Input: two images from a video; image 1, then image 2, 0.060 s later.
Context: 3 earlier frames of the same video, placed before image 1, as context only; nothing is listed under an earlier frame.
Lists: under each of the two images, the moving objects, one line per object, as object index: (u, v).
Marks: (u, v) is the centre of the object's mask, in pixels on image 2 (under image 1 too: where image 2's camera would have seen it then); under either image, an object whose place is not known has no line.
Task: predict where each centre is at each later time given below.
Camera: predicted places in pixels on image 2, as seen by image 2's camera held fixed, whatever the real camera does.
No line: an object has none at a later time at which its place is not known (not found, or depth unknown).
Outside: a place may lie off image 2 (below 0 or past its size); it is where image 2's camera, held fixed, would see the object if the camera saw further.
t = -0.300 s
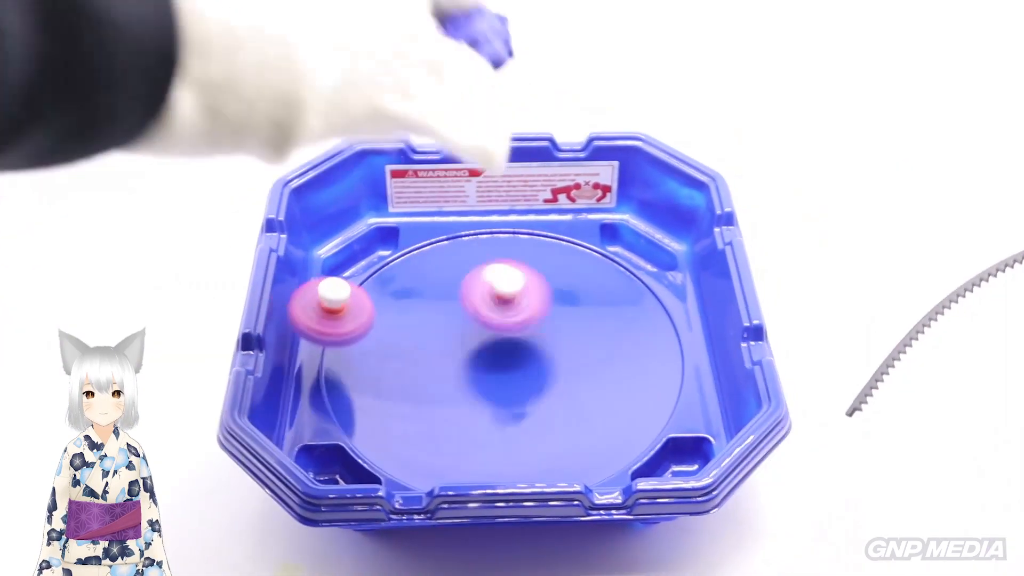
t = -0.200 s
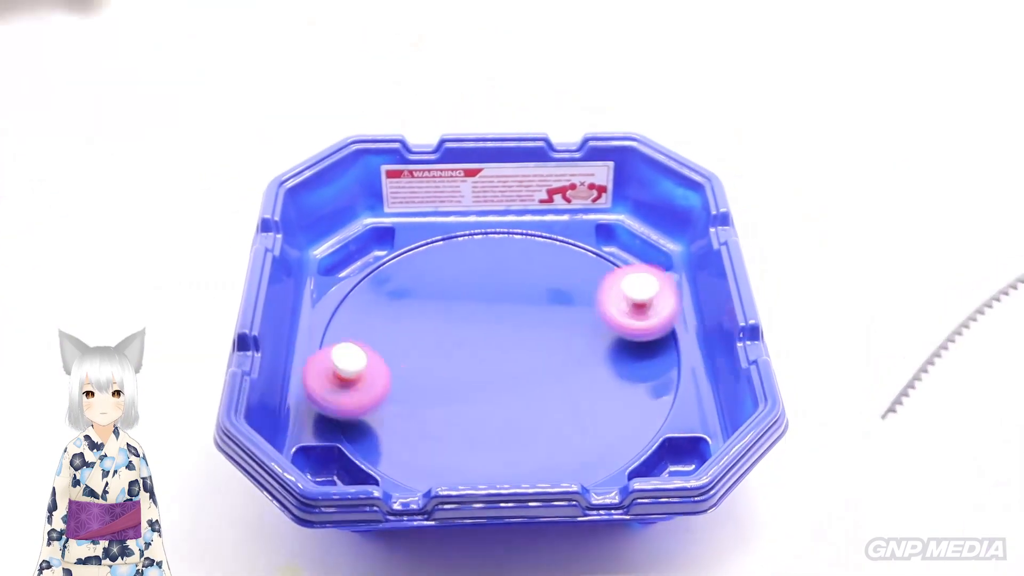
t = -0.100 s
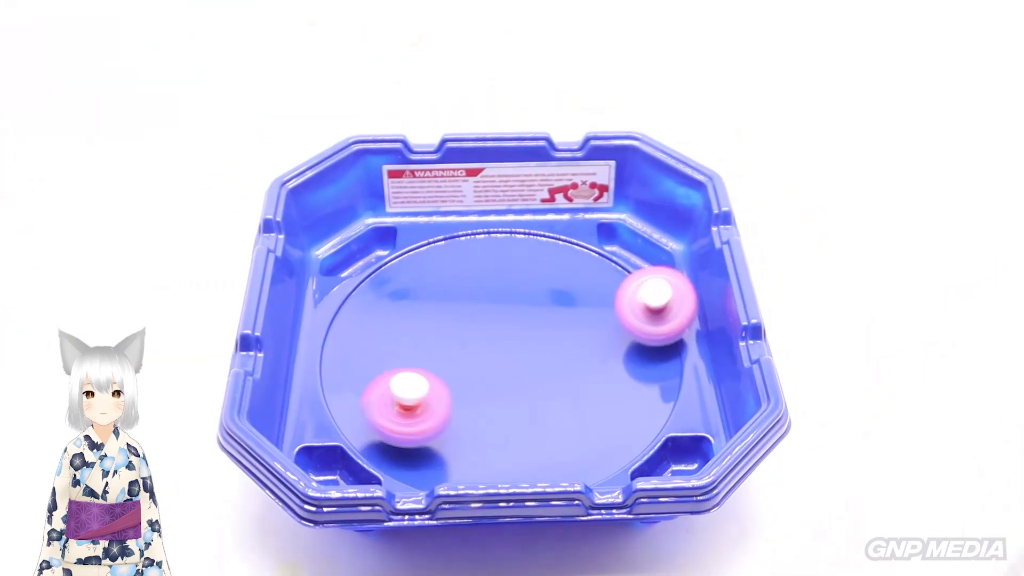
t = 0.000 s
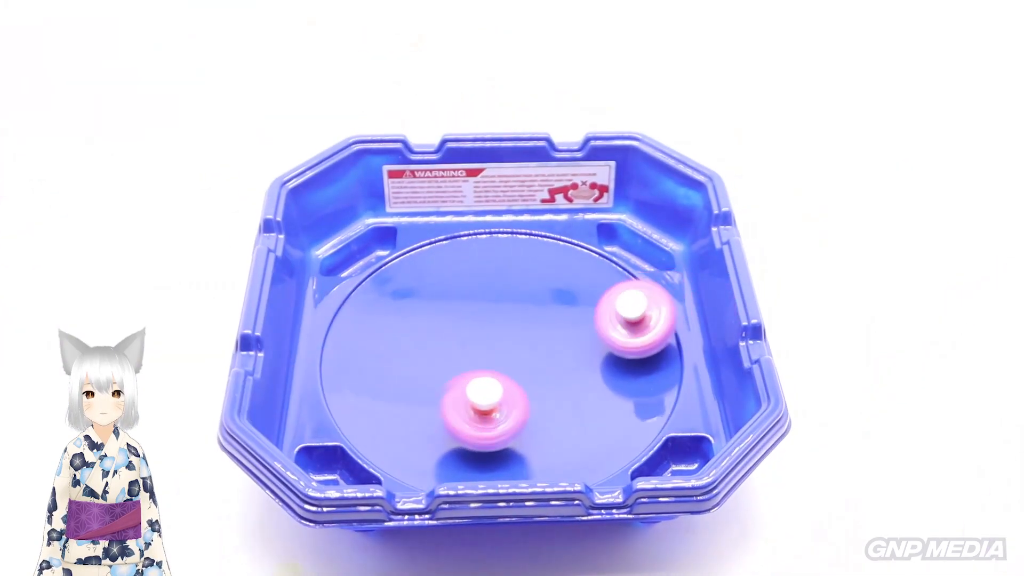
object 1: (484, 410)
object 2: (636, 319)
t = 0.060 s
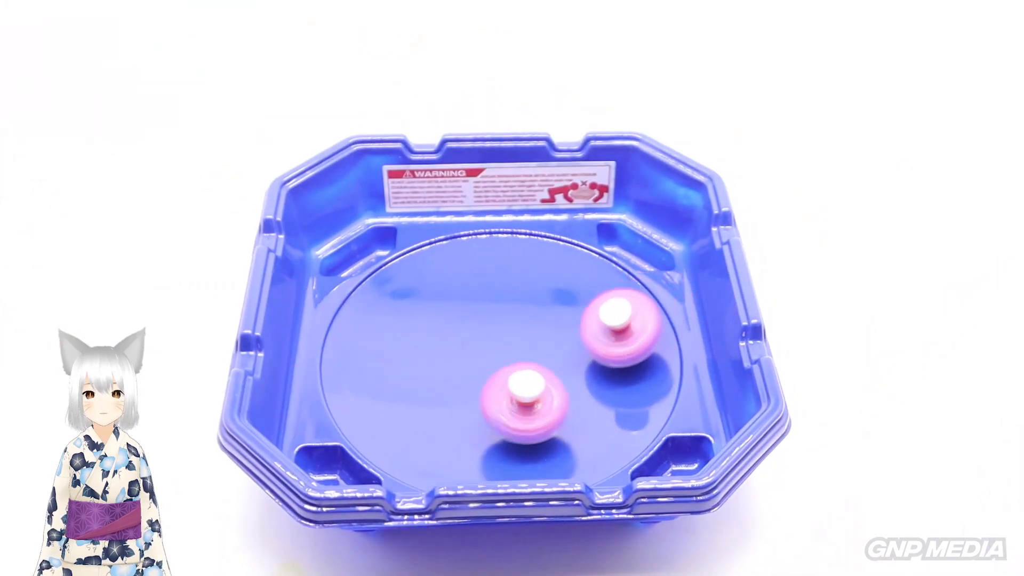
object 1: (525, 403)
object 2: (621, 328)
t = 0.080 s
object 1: (538, 399)
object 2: (617, 331)
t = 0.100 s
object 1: (551, 395)
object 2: (613, 335)
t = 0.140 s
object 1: (559, 394)
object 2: (620, 334)
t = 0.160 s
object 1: (560, 395)
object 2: (629, 330)
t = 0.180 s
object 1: (562, 395)
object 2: (634, 329)
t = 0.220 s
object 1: (569, 392)
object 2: (645, 331)
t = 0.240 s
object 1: (572, 391)
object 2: (648, 334)
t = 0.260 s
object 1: (576, 390)
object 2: (651, 336)
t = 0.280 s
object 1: (580, 388)
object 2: (653, 339)
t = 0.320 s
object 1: (579, 386)
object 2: (660, 343)
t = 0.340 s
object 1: (568, 388)
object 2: (670, 341)
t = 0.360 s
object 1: (558, 388)
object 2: (664, 339)
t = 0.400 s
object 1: (545, 388)
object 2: (649, 339)
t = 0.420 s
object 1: (538, 387)
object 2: (642, 340)
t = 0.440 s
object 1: (531, 386)
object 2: (636, 342)
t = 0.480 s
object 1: (518, 383)
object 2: (625, 347)
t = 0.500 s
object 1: (512, 381)
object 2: (619, 351)
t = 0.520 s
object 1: (505, 380)
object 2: (612, 355)
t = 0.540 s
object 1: (499, 377)
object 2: (604, 359)
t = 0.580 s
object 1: (484, 372)
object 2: (588, 368)
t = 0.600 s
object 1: (478, 369)
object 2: (580, 373)
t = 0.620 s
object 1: (471, 366)
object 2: (571, 377)
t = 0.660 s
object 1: (459, 360)
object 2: (553, 385)
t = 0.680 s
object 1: (454, 356)
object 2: (543, 389)
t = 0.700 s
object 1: (449, 352)
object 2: (534, 393)
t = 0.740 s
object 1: (440, 345)
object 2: (516, 401)
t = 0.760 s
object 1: (436, 341)
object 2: (507, 404)
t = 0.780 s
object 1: (433, 337)
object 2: (498, 407)
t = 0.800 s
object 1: (430, 333)
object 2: (489, 410)
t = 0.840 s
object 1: (426, 326)
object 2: (473, 416)
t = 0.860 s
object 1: (425, 322)
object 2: (466, 418)
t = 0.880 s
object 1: (425, 319)
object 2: (458, 420)
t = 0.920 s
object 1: (425, 313)
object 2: (445, 424)
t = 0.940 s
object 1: (426, 310)
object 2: (439, 426)
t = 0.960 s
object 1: (428, 308)
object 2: (434, 427)
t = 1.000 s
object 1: (433, 303)
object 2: (426, 429)
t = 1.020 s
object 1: (437, 301)
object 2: (423, 429)
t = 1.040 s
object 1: (440, 300)
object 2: (420, 428)
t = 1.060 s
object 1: (444, 299)
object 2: (418, 427)
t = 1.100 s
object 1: (453, 298)
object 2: (417, 423)
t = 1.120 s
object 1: (459, 299)
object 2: (417, 420)
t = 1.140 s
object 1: (465, 299)
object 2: (418, 417)
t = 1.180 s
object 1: (476, 301)
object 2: (419, 408)
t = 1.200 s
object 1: (483, 302)
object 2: (421, 402)
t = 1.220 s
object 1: (488, 303)
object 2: (423, 396)
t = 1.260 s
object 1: (502, 306)
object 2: (425, 382)
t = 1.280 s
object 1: (508, 308)
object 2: (427, 375)
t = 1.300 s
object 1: (514, 310)
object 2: (427, 368)
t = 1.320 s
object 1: (521, 312)
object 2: (429, 360)
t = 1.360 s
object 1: (533, 317)
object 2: (430, 345)
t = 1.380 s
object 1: (539, 320)
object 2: (431, 338)
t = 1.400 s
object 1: (544, 323)
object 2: (432, 330)
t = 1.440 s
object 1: (554, 329)
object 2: (434, 316)
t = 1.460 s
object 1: (558, 333)
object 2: (435, 309)
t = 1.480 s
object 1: (562, 336)
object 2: (436, 303)
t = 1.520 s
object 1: (569, 343)
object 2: (438, 291)
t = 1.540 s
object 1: (571, 347)
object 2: (439, 286)
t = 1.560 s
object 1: (573, 351)
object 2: (440, 281)
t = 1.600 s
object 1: (576, 358)
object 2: (443, 271)
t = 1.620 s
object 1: (576, 361)
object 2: (444, 267)
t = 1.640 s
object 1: (576, 365)
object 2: (445, 264)
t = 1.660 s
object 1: (575, 368)
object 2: (448, 260)
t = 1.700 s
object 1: (572, 374)
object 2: (453, 255)
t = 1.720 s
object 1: (570, 376)
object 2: (455, 254)
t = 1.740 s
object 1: (567, 378)
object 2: (459, 253)
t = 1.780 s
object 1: (560, 382)
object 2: (465, 252)
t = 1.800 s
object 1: (555, 384)
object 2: (469, 253)
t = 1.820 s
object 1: (550, 384)
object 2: (473, 254)
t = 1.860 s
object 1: (539, 385)
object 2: (483, 256)
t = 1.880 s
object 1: (533, 385)
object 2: (488, 259)
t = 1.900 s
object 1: (527, 385)
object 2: (493, 261)
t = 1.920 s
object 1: (521, 384)
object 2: (499, 264)
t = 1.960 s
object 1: (507, 382)
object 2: (511, 271)
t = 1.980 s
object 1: (501, 380)
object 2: (517, 274)
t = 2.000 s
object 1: (495, 378)
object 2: (524, 277)
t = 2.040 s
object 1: (482, 373)
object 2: (537, 285)
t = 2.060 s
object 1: (476, 371)
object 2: (543, 290)
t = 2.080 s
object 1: (471, 367)
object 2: (550, 294)
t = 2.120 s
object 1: (460, 361)
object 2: (561, 304)
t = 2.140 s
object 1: (455, 357)
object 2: (566, 309)
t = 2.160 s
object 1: (451, 353)
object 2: (572, 314)
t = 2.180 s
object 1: (448, 349)
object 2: (577, 319)
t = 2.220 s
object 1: (441, 341)
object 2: (587, 328)
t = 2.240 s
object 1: (439, 337)
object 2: (592, 333)
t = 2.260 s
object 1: (437, 334)
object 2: (597, 337)
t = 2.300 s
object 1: (435, 325)
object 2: (603, 345)
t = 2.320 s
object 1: (434, 322)
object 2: (605, 350)
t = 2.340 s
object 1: (435, 319)
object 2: (607, 353)
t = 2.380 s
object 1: (437, 312)
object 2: (611, 361)
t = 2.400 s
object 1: (438, 309)
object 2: (612, 365)
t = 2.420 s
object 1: (441, 308)
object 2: (613, 368)
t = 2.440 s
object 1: (444, 306)
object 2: (614, 371)
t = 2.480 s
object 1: (452, 304)
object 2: (613, 377)
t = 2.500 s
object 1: (455, 304)
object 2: (612, 380)
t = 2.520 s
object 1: (461, 303)
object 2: (610, 382)
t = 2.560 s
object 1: (470, 303)
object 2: (604, 386)
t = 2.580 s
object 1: (474, 303)
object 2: (599, 388)
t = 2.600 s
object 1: (481, 304)
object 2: (594, 389)
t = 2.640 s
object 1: (493, 305)
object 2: (582, 391)
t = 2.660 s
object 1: (498, 306)
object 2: (575, 392)
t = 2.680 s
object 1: (505, 308)
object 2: (566, 393)
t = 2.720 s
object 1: (517, 312)
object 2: (547, 394)
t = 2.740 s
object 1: (523, 314)
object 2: (538, 394)
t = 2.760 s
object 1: (529, 317)
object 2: (527, 395)
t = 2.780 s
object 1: (535, 319)
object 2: (517, 394)
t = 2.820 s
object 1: (544, 324)
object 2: (495, 395)
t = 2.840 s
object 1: (549, 329)
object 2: (485, 395)
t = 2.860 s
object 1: (553, 331)
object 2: (474, 395)
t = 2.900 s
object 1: (559, 338)
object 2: (455, 394)
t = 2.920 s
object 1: (561, 342)
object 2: (445, 393)
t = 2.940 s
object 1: (563, 345)
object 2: (436, 393)
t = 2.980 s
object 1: (566, 352)
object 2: (420, 390)
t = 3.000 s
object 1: (566, 356)
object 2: (413, 389)
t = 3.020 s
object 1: (567, 360)
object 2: (407, 388)
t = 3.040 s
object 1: (566, 363)
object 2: (401, 387)
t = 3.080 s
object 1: (563, 370)
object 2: (393, 384)
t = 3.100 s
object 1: (561, 373)
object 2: (390, 383)
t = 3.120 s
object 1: (558, 375)
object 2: (388, 380)
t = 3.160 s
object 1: (551, 380)
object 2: (386, 376)
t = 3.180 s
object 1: (547, 382)
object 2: (387, 373)
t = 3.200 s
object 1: (542, 383)
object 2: (387, 371)
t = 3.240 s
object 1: (531, 386)
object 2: (390, 364)
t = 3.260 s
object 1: (526, 386)
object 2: (393, 360)
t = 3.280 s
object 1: (520, 386)
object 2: (396, 356)
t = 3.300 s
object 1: (514, 386)
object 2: (400, 352)
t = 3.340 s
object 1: (503, 384)
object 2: (408, 343)
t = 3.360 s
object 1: (496, 382)
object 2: (413, 338)
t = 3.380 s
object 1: (490, 381)
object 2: (419, 333)
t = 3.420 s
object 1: (479, 377)
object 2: (428, 322)
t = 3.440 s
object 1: (474, 374)
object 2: (434, 316)
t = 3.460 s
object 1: (469, 372)
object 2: (439, 310)
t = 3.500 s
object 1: (469, 384)
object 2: (444, 283)
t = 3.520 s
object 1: (469, 387)
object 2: (447, 272)
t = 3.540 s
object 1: (468, 387)
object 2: (450, 262)
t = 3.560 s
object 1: (468, 386)
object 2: (452, 255)
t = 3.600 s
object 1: (468, 382)
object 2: (457, 243)
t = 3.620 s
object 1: (470, 380)
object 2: (459, 239)
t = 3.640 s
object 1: (471, 377)
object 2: (461, 235)
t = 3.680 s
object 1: (475, 372)
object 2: (467, 228)
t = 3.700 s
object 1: (476, 368)
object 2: (470, 225)
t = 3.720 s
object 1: (478, 365)
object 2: (475, 223)
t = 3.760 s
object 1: (483, 358)
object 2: (485, 227)
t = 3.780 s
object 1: (486, 354)
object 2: (490, 228)
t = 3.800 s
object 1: (488, 351)
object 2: (495, 229)
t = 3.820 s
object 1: (492, 346)
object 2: (501, 231)
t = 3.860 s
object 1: (497, 340)
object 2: (512, 235)
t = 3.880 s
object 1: (502, 336)
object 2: (518, 237)
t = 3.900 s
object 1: (504, 333)
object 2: (524, 241)
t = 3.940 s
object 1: (511, 326)
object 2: (536, 249)
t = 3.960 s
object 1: (514, 322)
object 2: (541, 254)
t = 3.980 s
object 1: (517, 320)
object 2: (547, 258)
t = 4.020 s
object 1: (500, 344)
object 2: (576, 244)
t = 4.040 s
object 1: (490, 354)
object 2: (587, 239)
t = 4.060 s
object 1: (483, 363)
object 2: (592, 241)
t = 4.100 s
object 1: (476, 373)
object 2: (597, 252)
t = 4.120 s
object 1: (476, 379)
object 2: (599, 256)
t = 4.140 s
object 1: (476, 383)
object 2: (602, 260)
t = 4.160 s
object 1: (475, 389)
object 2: (605, 265)
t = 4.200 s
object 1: (475, 397)
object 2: (608, 277)
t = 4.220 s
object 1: (475, 402)
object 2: (608, 283)
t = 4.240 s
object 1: (475, 406)
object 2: (609, 291)
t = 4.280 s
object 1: (474, 412)
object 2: (608, 306)
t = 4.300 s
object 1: (473, 414)
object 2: (606, 314)
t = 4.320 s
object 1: (474, 416)
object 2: (603, 323)
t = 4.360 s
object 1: (474, 418)
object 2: (595, 340)
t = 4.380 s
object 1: (474, 418)
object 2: (589, 348)
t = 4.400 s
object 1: (476, 418)
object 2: (584, 357)
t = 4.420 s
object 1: (476, 416)
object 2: (579, 365)
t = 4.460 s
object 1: (479, 412)
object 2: (569, 380)
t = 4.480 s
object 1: (480, 409)
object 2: (564, 387)
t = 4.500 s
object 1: (464, 405)
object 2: (573, 390)
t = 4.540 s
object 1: (440, 397)
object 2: (593, 396)
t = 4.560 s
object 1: (435, 393)
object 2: (598, 399)
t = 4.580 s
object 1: (430, 390)
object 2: (598, 402)
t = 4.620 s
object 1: (423, 382)
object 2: (591, 406)
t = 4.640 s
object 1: (420, 378)
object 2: (585, 407)
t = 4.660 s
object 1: (420, 373)
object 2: (578, 408)
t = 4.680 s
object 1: (420, 368)
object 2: (571, 408)
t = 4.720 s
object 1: (420, 358)
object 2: (554, 407)
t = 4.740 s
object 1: (422, 353)
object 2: (545, 406)
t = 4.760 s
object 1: (427, 348)
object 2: (535, 405)
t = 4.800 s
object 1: (435, 339)
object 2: (517, 401)
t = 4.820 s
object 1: (439, 333)
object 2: (507, 398)
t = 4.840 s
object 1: (446, 329)
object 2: (498, 395)
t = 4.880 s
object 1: (461, 320)
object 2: (480, 389)
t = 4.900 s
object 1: (468, 317)
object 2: (473, 385)
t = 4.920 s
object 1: (476, 314)
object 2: (465, 381)
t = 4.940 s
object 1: (485, 312)
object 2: (457, 378)
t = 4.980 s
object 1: (503, 310)
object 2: (441, 369)
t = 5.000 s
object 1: (511, 309)
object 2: (434, 364)
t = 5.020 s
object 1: (519, 309)
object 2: (427, 359)
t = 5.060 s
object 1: (537, 309)
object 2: (416, 349)
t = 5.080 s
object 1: (545, 311)
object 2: (411, 344)
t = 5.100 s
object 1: (553, 313)
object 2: (407, 339)
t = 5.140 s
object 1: (565, 318)
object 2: (401, 329)
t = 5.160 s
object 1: (573, 320)
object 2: (399, 324)
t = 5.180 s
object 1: (578, 324)
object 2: (397, 319)
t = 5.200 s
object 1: (583, 328)
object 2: (396, 314)
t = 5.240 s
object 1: (588, 337)
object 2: (395, 305)
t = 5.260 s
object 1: (591, 341)
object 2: (396, 301)
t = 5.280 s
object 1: (592, 346)
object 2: (397, 297)
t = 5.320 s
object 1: (590, 355)
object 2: (402, 291)
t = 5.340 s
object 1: (589, 360)
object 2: (405, 288)
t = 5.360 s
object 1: (586, 364)
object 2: (409, 286)
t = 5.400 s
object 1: (578, 372)
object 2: (418, 284)
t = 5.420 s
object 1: (572, 374)
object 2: (424, 283)
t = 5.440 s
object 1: (566, 377)
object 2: (431, 282)
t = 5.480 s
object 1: (551, 381)
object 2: (446, 282)
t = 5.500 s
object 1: (544, 382)
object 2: (454, 282)
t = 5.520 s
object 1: (536, 382)
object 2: (462, 283)
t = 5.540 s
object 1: (527, 382)
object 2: (470, 285)
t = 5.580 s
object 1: (509, 380)
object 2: (488, 288)
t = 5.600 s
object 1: (501, 378)
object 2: (496, 289)
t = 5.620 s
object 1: (493, 376)
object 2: (504, 291)
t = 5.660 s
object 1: (478, 368)
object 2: (521, 296)
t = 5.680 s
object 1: (471, 364)
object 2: (530, 299)
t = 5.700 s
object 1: (465, 359)
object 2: (538, 302)
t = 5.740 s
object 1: (455, 348)
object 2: (553, 308)
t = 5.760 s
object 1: (451, 342)
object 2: (560, 312)
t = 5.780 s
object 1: (448, 337)
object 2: (567, 316)
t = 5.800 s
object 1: (445, 331)
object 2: (573, 320)
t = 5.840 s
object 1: (443, 319)
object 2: (583, 327)
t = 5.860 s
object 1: (443, 313)
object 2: (588, 331)
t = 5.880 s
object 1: (446, 308)
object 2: (592, 336)
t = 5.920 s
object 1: (450, 299)
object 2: (598, 345)
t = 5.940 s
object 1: (453, 295)
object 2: (600, 350)
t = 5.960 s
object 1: (457, 291)
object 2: (601, 354)
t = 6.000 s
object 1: (467, 285)
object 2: (602, 362)
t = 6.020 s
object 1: (473, 283)
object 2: (602, 367)
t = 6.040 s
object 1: (479, 281)
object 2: (601, 371)
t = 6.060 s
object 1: (485, 281)
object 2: (599, 375)
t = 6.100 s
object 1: (497, 282)
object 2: (595, 384)
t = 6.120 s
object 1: (503, 283)
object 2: (591, 388)
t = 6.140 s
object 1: (509, 285)
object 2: (586, 391)
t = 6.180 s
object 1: (521, 291)
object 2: (576, 397)
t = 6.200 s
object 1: (526, 295)
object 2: (570, 398)
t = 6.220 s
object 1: (530, 299)
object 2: (562, 400)
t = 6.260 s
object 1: (538, 309)
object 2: (546, 403)
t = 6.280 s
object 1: (541, 314)
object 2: (538, 403)
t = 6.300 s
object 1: (544, 321)
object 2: (529, 403)
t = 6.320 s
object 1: (545, 326)
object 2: (521, 403)
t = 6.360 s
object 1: (545, 339)
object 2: (504, 400)
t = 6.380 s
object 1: (544, 345)
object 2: (495, 398)
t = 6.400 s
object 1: (548, 346)
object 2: (476, 402)
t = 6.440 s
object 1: (568, 336)
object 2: (433, 410)
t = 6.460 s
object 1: (573, 333)
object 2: (416, 412)
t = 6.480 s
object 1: (577, 333)
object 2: (405, 412)
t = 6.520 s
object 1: (578, 332)
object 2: (385, 411)
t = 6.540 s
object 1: (574, 333)
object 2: (376, 410)
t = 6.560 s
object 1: (568, 333)
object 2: (368, 408)
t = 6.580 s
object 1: (562, 332)
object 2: (363, 405)
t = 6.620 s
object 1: (551, 329)
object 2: (360, 396)
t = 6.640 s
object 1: (544, 328)
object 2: (358, 391)
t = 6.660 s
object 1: (539, 326)
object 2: (356, 386)
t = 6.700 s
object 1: (527, 323)
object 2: (355, 376)
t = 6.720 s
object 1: (520, 321)
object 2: (355, 369)
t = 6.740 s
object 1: (513, 319)
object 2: (356, 363)
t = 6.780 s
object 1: (501, 314)
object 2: (362, 351)
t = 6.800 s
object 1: (495, 312)
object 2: (366, 343)
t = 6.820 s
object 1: (490, 309)
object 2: (372, 337)
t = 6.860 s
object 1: (480, 304)
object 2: (384, 325)
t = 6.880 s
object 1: (477, 302)
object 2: (392, 319)
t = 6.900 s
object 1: (480, 299)
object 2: (393, 314)
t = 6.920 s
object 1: (500, 294)
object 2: (381, 307)
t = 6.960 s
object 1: (532, 288)
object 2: (368, 301)
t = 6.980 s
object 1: (543, 286)
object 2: (365, 299)
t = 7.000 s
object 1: (551, 285)
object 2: (369, 298)
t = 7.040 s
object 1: (566, 283)
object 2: (385, 300)
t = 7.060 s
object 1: (573, 282)
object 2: (394, 302)
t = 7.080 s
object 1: (579, 283)
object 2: (405, 305)
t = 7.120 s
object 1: (589, 288)
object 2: (426, 312)
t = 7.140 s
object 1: (593, 291)
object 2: (438, 315)
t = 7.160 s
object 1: (596, 295)
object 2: (451, 319)
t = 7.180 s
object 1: (598, 299)
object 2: (462, 323)
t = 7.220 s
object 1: (598, 309)
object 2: (488, 332)
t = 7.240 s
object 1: (597, 315)
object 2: (501, 337)
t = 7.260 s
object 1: (594, 320)
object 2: (513, 341)
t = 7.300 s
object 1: (601, 326)
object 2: (519, 353)
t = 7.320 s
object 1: (605, 330)
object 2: (519, 358)
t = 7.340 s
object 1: (606, 332)
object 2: (521, 363)
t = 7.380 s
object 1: (606, 336)
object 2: (521, 377)
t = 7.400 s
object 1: (618, 332)
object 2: (502, 388)
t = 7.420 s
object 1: (626, 330)
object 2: (488, 395)
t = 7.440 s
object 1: (628, 329)
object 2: (476, 403)
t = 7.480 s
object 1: (624, 324)
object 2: (459, 415)
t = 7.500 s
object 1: (620, 319)
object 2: (452, 421)
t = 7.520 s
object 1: (616, 317)
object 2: (444, 425)
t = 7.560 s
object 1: (607, 312)
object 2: (429, 432)
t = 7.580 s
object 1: (602, 310)
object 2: (422, 434)
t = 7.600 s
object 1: (597, 306)
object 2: (414, 437)
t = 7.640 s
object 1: (587, 301)
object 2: (401, 437)
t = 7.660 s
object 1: (582, 299)
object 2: (398, 434)
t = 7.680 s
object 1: (575, 296)
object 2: (398, 430)
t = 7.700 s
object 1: (570, 294)
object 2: (397, 426)
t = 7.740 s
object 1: (557, 288)
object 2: (395, 418)
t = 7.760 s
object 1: (551, 285)
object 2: (395, 413)
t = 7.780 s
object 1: (545, 283)
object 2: (395, 408)
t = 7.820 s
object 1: (533, 278)
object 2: (399, 396)
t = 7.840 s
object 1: (528, 276)
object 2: (402, 391)
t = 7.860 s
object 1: (523, 273)
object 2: (406, 384)
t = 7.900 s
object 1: (513, 268)
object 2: (418, 372)
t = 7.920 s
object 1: (509, 267)
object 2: (424, 364)
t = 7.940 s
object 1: (503, 265)
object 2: (432, 357)
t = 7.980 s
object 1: (495, 262)
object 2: (450, 344)
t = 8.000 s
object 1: (491, 261)
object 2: (460, 337)
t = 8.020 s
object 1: (487, 261)
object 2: (471, 332)
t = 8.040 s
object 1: (484, 259)
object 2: (480, 326)
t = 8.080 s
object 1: (483, 235)
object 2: (496, 351)
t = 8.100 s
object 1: (483, 220)
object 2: (503, 367)
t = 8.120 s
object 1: (484, 220)
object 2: (510, 382)
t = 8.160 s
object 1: (486, 232)
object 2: (525, 405)
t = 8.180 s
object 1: (486, 238)
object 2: (533, 412)
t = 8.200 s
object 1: (488, 246)
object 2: (541, 418)
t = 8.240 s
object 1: (491, 260)
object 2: (554, 429)
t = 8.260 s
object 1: (493, 268)
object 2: (559, 435)
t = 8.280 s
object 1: (494, 276)
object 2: (561, 439)
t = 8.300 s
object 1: (496, 282)
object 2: (563, 443)
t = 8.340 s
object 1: (495, 297)
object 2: (564, 447)
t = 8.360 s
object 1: (492, 304)
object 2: (564, 449)
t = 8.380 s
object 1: (489, 311)
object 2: (558, 449)
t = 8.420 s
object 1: (479, 324)
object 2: (546, 444)
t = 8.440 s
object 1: (471, 330)
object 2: (540, 441)
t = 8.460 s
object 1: (464, 334)
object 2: (533, 438)
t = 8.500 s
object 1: (446, 341)
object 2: (519, 433)
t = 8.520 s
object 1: (438, 342)
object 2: (510, 431)
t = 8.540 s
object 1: (430, 344)
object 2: (503, 426)
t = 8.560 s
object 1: (421, 343)
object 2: (495, 420)
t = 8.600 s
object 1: (407, 341)
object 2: (485, 406)
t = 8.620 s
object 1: (400, 340)
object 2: (482, 399)
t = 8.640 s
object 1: (396, 337)
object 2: (478, 390)
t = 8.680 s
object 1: (392, 330)
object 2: (475, 372)
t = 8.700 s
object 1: (391, 327)
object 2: (474, 363)
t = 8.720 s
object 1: (391, 324)
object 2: (475, 352)
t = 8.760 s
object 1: (399, 318)
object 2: (479, 333)
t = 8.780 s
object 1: (403, 316)
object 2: (483, 324)
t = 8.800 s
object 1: (409, 316)
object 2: (488, 315)
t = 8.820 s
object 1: (414, 316)
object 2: (496, 306)
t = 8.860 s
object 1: (409, 315)
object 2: (532, 294)
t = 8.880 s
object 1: (412, 315)
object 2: (549, 288)
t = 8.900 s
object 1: (415, 316)
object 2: (562, 284)
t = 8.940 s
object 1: (424, 323)
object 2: (587, 278)
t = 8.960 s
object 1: (427, 329)
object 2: (599, 277)
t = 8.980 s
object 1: (429, 335)
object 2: (610, 276)
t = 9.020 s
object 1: (427, 346)
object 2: (630, 280)
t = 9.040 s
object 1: (426, 347)
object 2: (634, 286)
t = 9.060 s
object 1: (425, 351)
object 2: (635, 295)
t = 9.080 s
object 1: (425, 353)
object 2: (635, 303)
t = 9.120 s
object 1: (423, 358)
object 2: (634, 320)
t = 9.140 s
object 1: (422, 362)
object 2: (632, 328)
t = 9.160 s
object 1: (417, 365)
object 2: (630, 338)
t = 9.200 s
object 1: (413, 367)
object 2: (621, 356)
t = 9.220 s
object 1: (411, 368)
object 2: (614, 365)
